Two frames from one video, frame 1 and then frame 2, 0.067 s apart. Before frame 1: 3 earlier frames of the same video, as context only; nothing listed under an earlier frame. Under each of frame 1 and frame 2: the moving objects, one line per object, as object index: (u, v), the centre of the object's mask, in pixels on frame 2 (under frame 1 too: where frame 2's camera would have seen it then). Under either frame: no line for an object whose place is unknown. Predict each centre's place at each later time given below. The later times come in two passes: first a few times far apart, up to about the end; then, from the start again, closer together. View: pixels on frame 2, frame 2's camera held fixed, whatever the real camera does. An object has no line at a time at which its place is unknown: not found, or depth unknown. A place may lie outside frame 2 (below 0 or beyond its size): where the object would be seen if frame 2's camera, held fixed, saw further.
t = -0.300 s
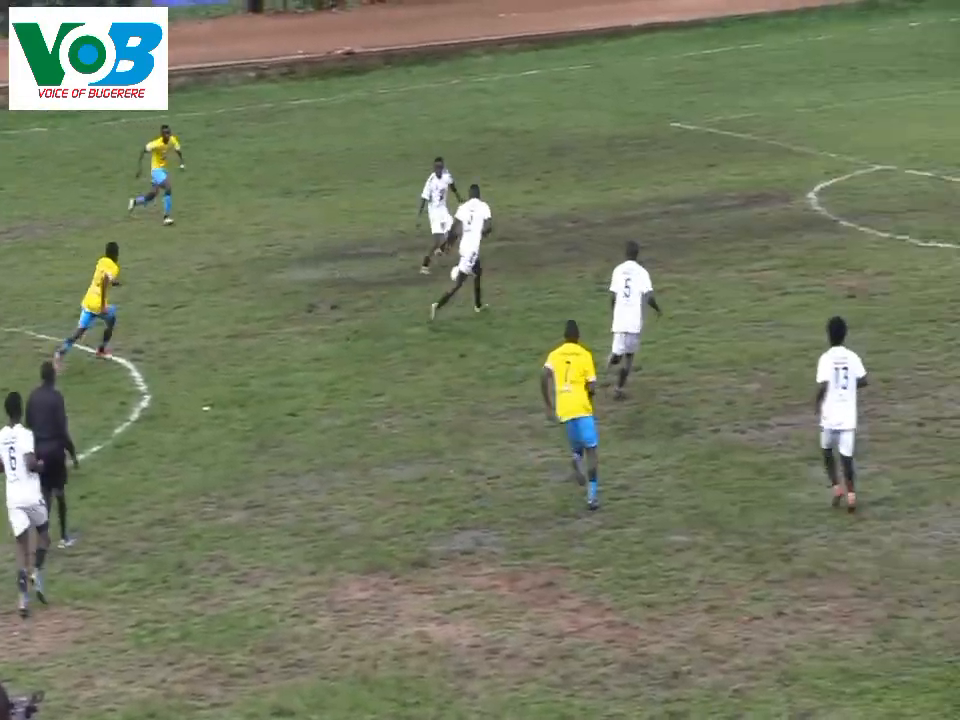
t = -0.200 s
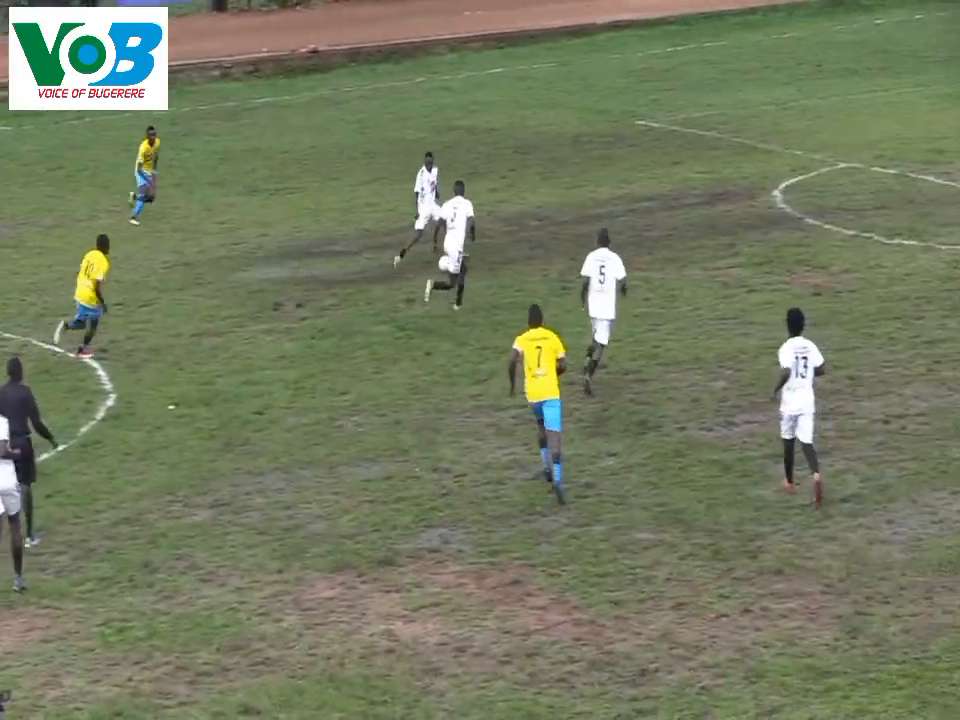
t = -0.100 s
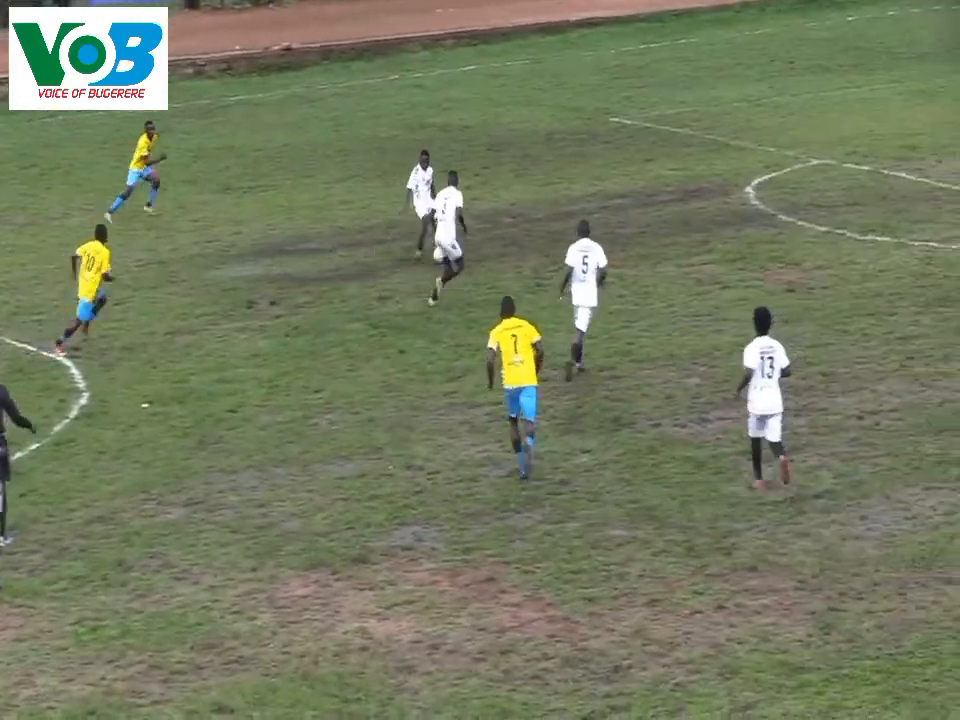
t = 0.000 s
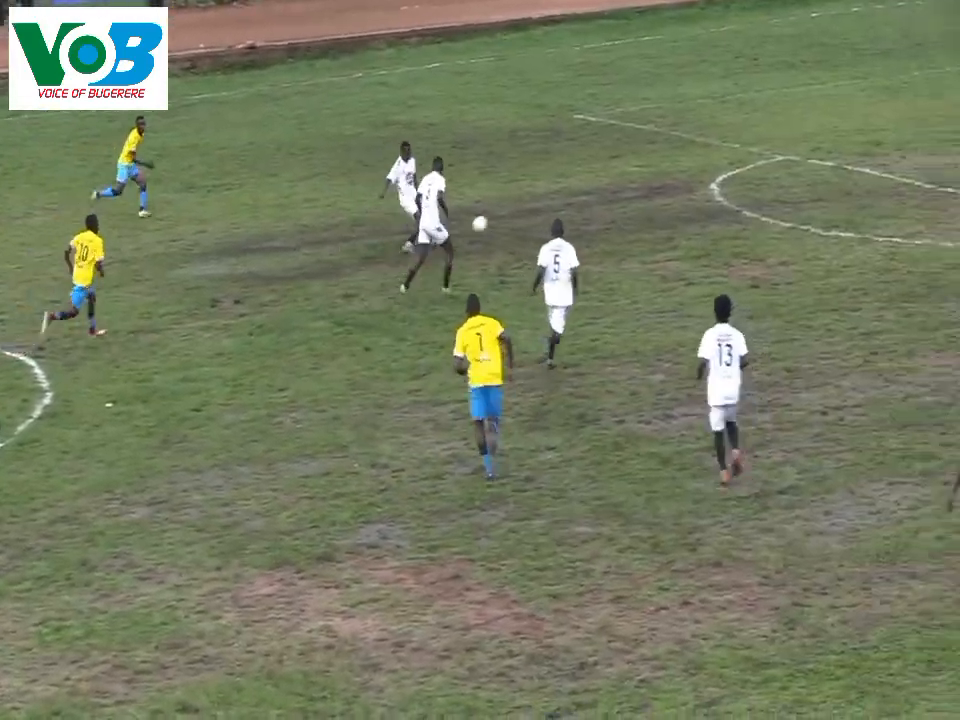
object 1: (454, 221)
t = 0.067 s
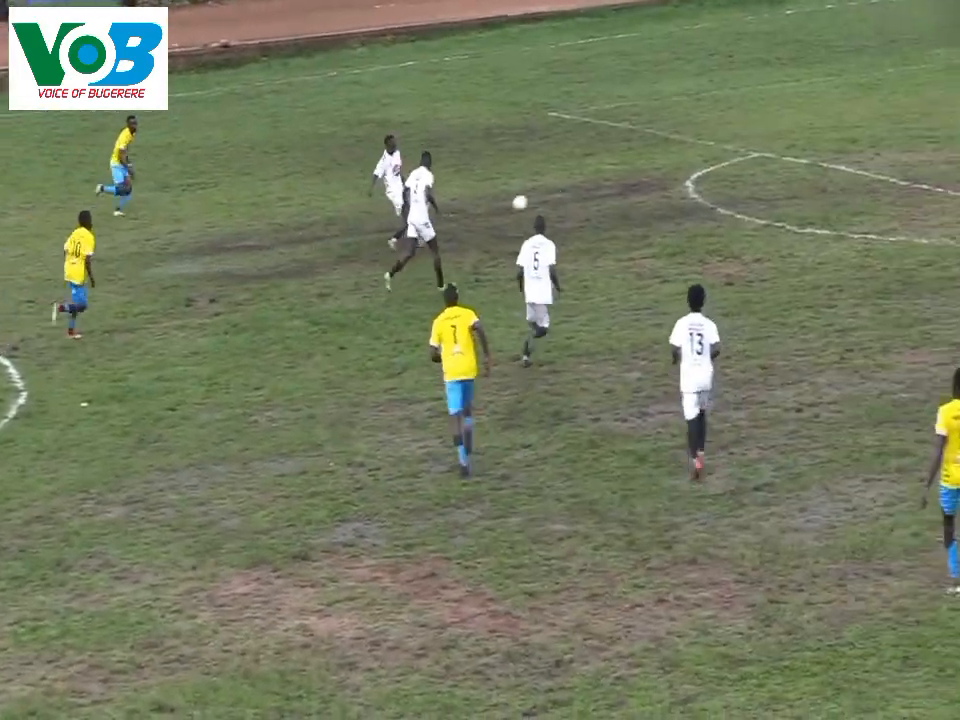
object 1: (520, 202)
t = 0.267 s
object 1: (712, 166)
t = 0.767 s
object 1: (1132, 118)
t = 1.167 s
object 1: (1423, 71)
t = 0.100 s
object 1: (552, 194)
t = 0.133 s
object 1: (585, 187)
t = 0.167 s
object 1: (617, 180)
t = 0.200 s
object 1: (649, 175)
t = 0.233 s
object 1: (681, 170)
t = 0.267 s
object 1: (712, 166)
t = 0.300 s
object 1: (744, 160)
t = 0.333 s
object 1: (776, 158)
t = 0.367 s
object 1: (807, 157)
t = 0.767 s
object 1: (1132, 118)
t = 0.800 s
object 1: (1159, 110)
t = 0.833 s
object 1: (1186, 102)
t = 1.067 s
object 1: (1357, 72)
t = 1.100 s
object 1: (1379, 71)
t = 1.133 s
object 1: (1402, 71)
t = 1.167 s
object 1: (1423, 71)
